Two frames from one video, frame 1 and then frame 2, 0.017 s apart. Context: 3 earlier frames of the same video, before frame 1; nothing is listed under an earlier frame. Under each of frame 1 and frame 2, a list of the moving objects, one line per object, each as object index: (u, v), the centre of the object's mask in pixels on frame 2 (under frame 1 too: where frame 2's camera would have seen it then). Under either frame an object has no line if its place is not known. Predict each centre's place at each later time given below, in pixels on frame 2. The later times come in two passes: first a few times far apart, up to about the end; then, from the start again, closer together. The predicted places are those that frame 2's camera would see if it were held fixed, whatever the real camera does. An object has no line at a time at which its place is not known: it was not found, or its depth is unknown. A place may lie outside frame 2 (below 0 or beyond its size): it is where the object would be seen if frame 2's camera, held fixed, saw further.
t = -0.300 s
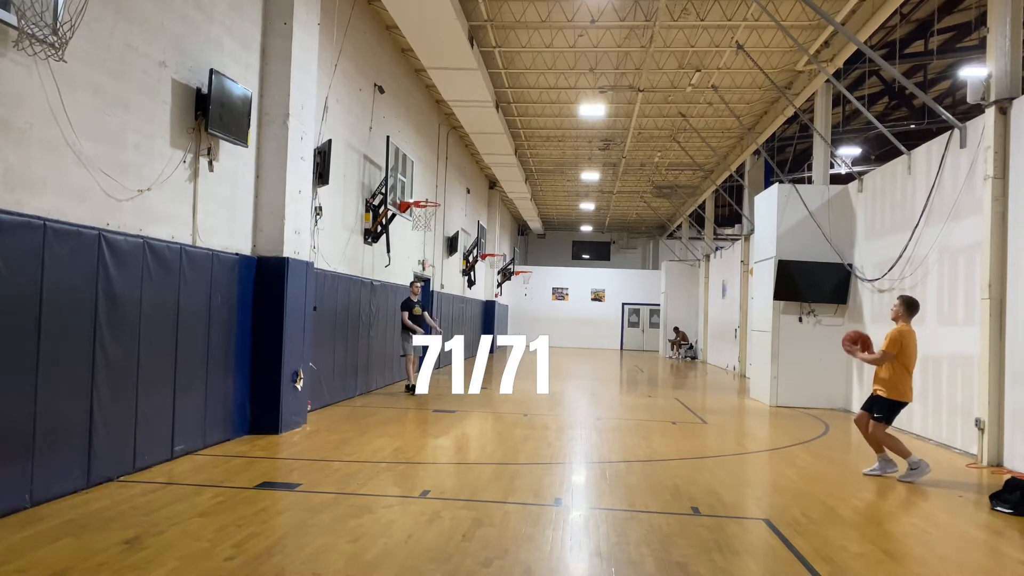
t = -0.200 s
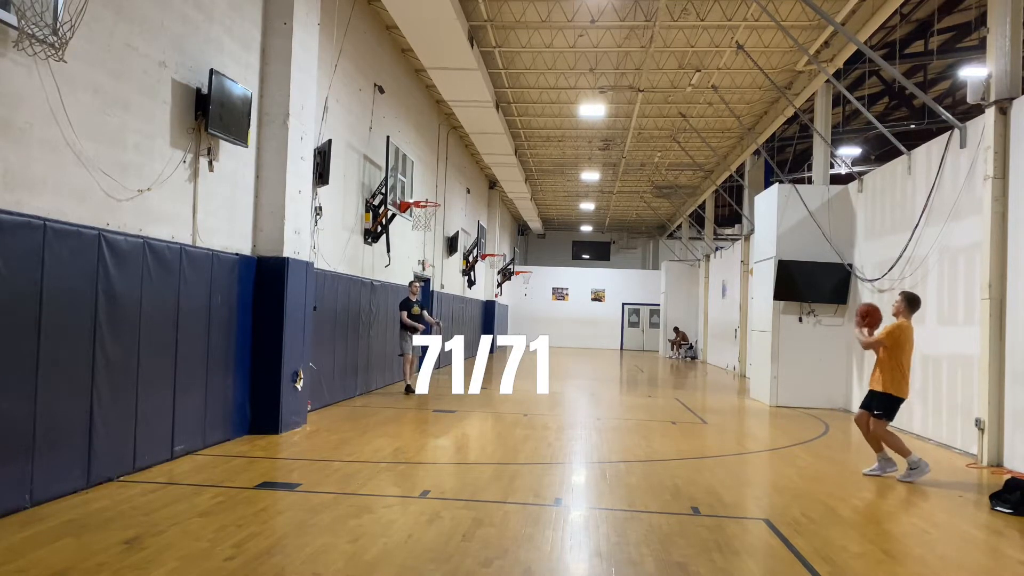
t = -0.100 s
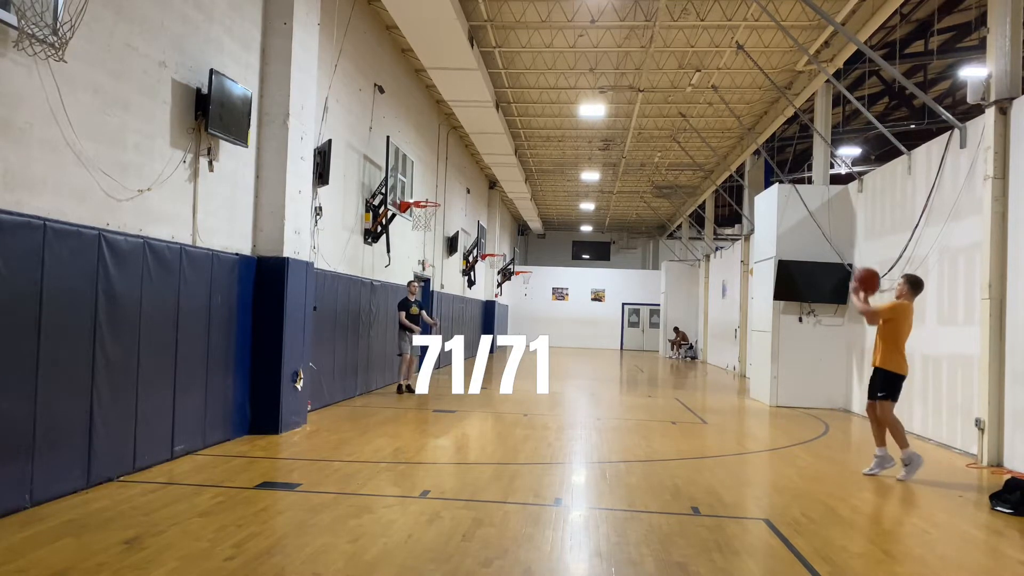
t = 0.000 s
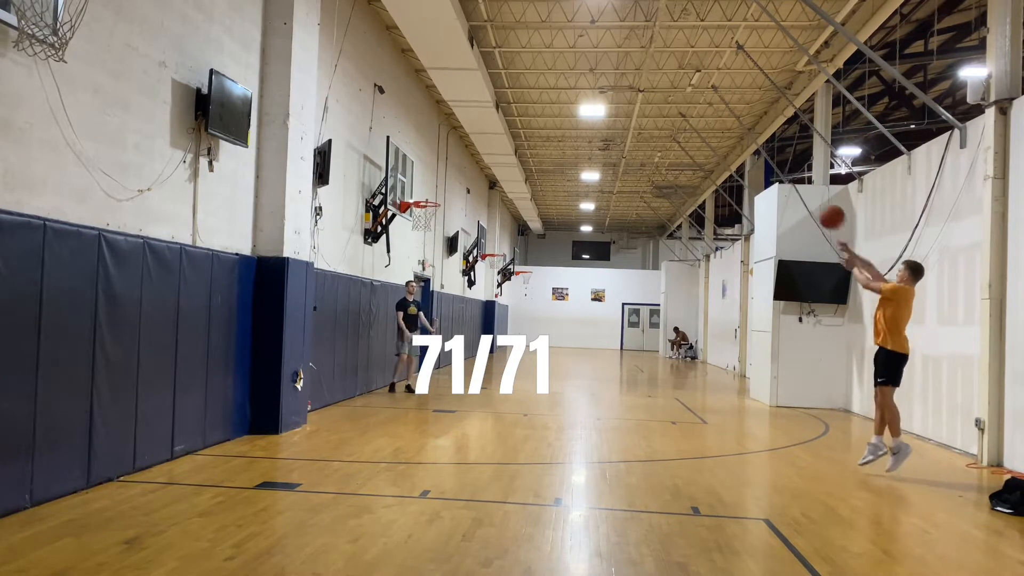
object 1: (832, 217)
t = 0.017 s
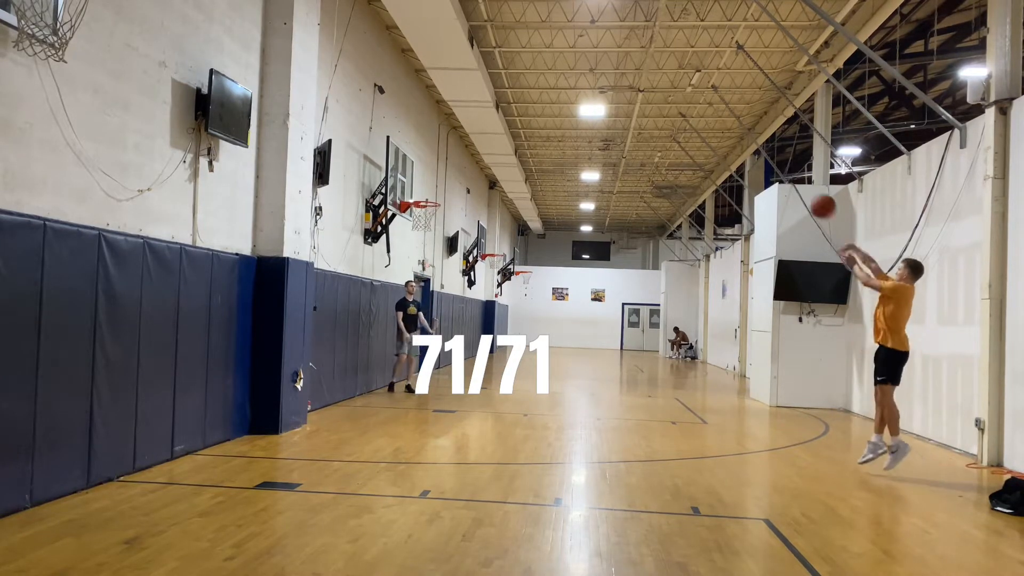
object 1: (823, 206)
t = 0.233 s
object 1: (719, 106)
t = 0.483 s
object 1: (628, 59)
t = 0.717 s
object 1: (557, 62)
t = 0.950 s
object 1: (497, 102)
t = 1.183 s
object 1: (444, 167)
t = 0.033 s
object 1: (814, 196)
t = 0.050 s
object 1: (805, 186)
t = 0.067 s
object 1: (796, 177)
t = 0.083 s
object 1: (788, 168)
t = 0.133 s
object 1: (765, 145)
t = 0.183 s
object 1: (741, 123)
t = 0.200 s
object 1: (734, 117)
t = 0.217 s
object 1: (728, 112)
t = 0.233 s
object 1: (719, 106)
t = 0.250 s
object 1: (713, 101)
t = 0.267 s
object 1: (706, 96)
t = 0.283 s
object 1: (699, 92)
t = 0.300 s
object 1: (693, 87)
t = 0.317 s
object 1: (687, 83)
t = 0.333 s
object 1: (680, 80)
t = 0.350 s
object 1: (674, 76)
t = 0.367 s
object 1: (668, 73)
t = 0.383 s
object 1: (662, 70)
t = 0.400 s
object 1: (656, 68)
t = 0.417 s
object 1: (650, 65)
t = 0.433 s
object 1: (644, 63)
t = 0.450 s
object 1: (639, 61)
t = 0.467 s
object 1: (633, 60)
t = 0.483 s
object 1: (628, 59)
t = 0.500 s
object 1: (622, 57)
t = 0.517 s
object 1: (617, 57)
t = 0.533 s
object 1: (612, 56)
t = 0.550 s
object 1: (606, 56)
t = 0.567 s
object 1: (601, 55)
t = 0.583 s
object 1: (596, 56)
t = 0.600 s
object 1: (591, 56)
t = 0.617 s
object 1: (586, 57)
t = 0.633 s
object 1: (581, 57)
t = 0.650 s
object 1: (576, 58)
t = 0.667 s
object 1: (572, 59)
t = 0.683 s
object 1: (566, 60)
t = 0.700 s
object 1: (562, 61)
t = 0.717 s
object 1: (557, 62)
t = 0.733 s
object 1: (553, 64)
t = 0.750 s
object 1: (548, 67)
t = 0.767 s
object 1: (544, 68)
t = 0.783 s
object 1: (539, 70)
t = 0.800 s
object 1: (534, 73)
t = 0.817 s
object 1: (530, 76)
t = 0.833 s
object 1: (526, 78)
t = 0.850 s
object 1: (521, 81)
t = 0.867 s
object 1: (518, 84)
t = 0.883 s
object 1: (513, 87)
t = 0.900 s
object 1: (509, 92)
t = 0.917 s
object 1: (504, 94)
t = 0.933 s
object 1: (501, 98)
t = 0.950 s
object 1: (497, 102)
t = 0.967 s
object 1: (494, 104)
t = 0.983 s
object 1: (489, 109)
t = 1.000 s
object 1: (485, 113)
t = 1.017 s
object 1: (481, 118)
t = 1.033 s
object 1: (477, 122)
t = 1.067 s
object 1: (470, 131)
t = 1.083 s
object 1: (466, 136)
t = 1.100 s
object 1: (463, 141)
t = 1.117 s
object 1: (459, 146)
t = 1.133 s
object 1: (455, 151)
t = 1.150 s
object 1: (452, 156)
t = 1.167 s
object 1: (448, 161)
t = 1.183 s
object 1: (444, 167)
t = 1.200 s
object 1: (441, 173)
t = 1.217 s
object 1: (438, 178)
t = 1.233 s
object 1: (435, 184)
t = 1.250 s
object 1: (431, 189)
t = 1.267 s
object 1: (428, 195)
